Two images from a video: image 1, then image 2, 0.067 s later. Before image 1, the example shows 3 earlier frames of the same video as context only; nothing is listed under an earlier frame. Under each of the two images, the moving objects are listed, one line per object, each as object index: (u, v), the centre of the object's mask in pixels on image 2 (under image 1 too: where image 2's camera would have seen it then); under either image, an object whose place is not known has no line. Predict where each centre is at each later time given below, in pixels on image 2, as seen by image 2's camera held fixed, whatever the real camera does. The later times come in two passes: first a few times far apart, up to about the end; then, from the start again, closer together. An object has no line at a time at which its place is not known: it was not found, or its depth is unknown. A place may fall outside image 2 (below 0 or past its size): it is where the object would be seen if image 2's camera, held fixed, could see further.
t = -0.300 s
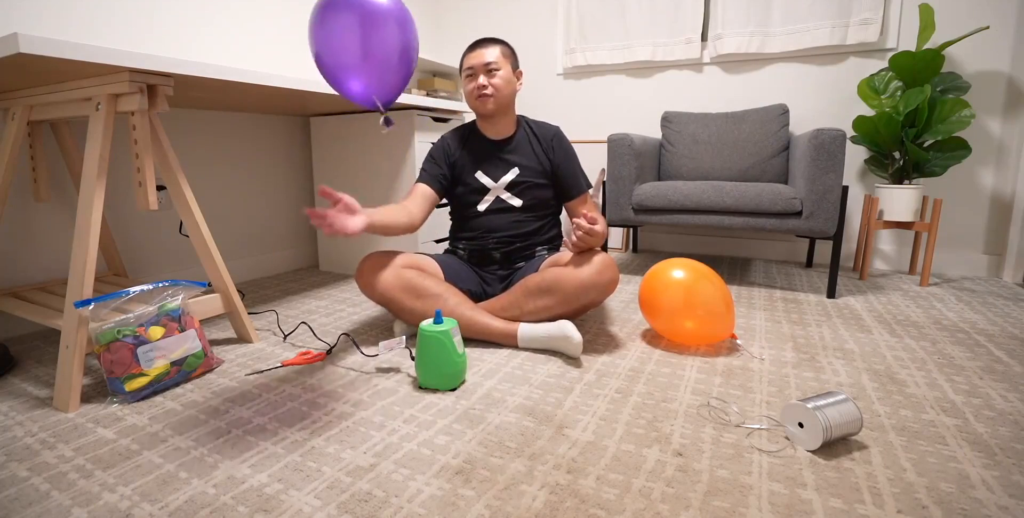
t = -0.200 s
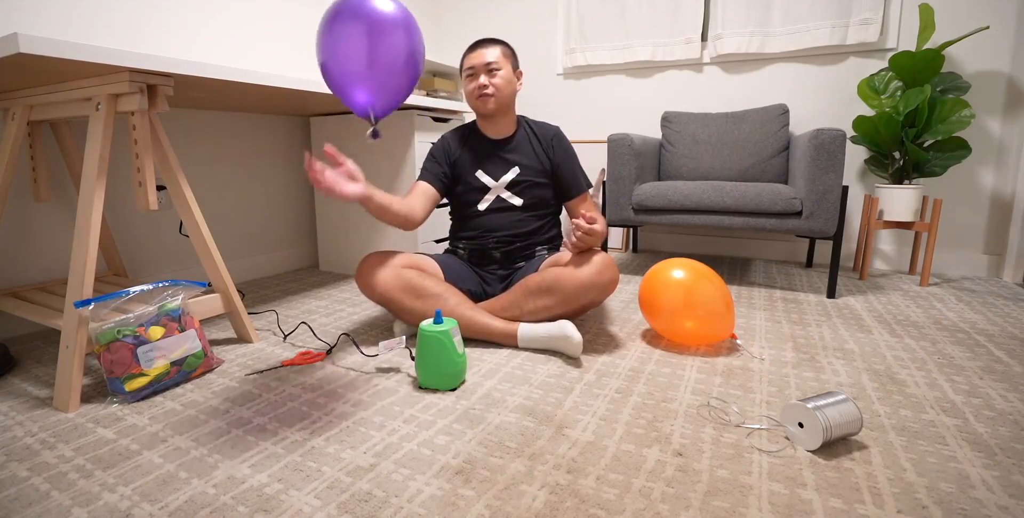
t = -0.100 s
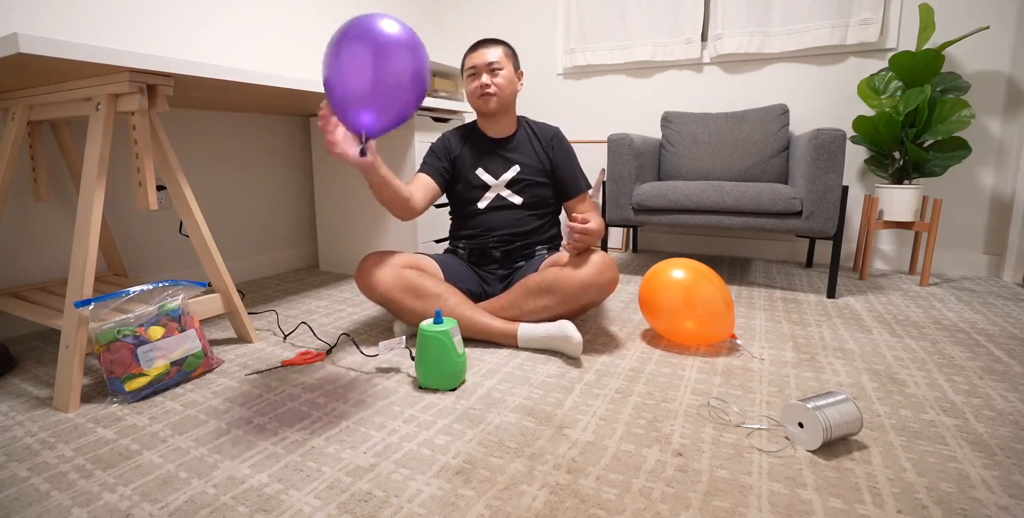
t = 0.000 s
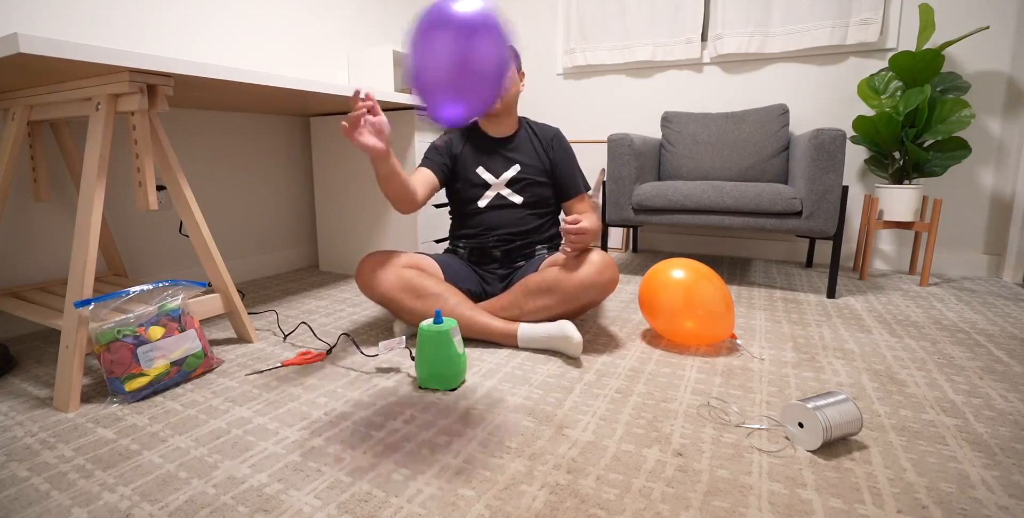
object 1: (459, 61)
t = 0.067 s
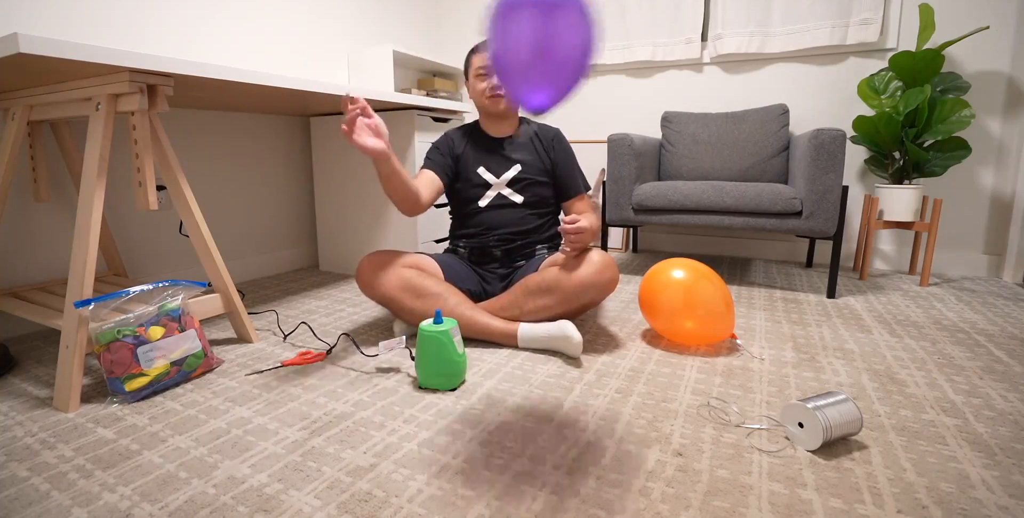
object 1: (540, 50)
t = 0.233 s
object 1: (719, 40)
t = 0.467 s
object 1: (889, 48)
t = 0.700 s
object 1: (976, 104)
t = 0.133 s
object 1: (618, 44)
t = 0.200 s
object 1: (687, 40)
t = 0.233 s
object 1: (719, 40)
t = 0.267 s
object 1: (747, 39)
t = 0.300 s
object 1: (775, 40)
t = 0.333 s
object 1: (800, 40)
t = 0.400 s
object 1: (847, 42)
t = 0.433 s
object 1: (868, 45)
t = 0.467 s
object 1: (889, 48)
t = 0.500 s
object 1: (908, 51)
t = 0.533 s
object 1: (928, 56)
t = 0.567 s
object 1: (942, 62)
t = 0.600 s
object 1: (953, 69)
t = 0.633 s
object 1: (962, 78)
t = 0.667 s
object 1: (970, 89)
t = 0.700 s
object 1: (976, 104)
